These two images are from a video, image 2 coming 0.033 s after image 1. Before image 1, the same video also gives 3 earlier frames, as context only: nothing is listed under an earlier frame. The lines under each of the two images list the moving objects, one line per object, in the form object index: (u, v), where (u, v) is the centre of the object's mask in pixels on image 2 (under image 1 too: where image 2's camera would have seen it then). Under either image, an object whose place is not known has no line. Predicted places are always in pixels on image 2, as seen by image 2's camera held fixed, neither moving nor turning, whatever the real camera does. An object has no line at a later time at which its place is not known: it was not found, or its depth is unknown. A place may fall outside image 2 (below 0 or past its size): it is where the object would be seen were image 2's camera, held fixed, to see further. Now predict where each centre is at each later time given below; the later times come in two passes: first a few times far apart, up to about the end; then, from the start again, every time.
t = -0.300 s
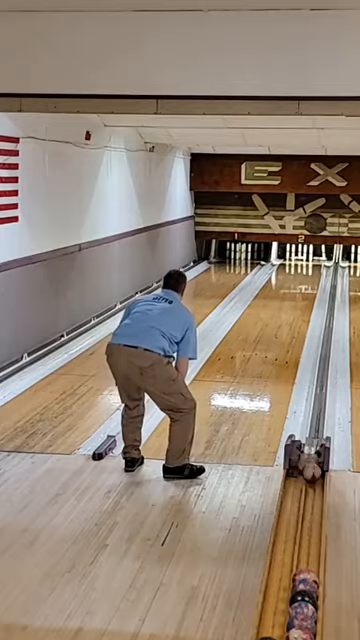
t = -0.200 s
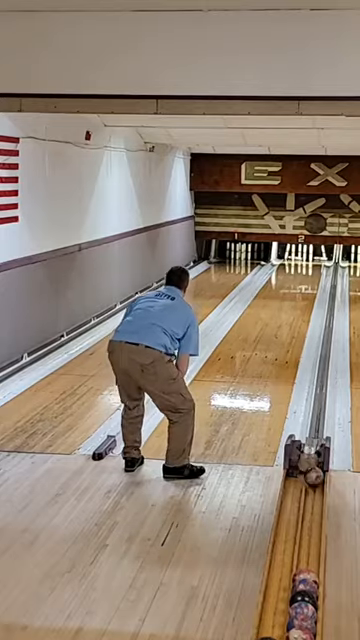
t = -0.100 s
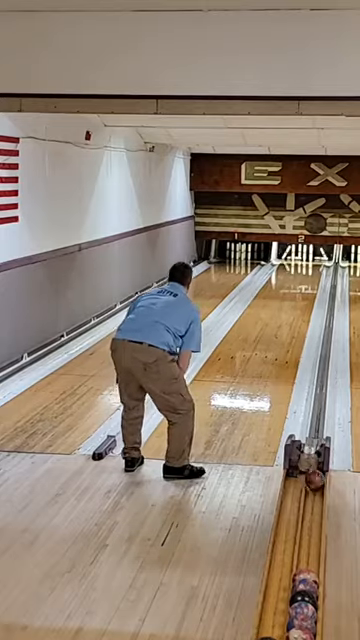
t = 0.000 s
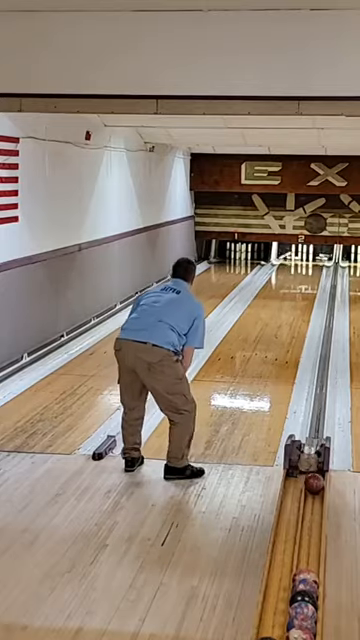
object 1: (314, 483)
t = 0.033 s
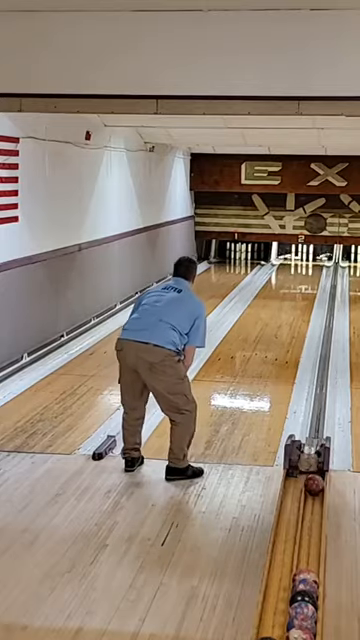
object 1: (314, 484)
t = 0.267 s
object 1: (313, 493)
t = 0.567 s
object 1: (312, 505)
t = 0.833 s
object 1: (311, 518)
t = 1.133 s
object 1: (310, 533)
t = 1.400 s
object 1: (308, 547)
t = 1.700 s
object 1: (307, 563)
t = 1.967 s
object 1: (307, 564)
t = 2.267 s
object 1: (307, 564)
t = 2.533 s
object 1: (306, 565)
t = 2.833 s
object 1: (306, 564)
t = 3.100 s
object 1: (305, 564)
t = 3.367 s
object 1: (306, 564)
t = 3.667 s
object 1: (305, 564)
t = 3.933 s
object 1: (306, 566)
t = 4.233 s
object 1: (306, 566)
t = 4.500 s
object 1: (306, 566)
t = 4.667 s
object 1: (306, 566)
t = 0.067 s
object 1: (313, 486)
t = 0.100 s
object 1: (314, 487)
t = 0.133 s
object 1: (314, 488)
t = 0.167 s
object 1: (314, 489)
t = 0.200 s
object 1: (313, 490)
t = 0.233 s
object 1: (313, 492)
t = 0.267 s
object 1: (313, 493)
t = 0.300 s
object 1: (313, 495)
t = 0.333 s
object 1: (313, 496)
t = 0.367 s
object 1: (313, 498)
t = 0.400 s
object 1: (313, 498)
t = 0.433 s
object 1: (312, 500)
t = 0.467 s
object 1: (312, 501)
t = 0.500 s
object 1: (312, 503)
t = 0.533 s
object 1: (312, 505)
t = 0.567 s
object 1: (312, 505)
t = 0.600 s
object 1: (312, 507)
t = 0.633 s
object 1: (311, 509)
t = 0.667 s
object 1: (311, 511)
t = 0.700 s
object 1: (312, 512)
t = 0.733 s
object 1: (311, 513)
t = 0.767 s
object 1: (311, 515)
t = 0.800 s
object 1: (311, 516)
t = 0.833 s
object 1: (311, 518)
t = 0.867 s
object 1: (310, 519)
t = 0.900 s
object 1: (310, 520)
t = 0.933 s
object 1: (310, 522)
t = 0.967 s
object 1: (310, 524)
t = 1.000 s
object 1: (310, 526)
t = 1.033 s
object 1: (310, 527)
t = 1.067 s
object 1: (310, 529)
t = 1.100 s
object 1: (309, 531)
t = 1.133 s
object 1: (310, 533)
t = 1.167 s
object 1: (310, 535)
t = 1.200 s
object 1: (309, 536)
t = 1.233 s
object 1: (309, 539)
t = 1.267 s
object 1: (309, 540)
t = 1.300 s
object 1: (309, 542)
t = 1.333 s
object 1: (308, 544)
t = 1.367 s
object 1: (307, 546)
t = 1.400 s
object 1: (308, 547)
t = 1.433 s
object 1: (308, 550)
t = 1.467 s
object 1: (308, 551)
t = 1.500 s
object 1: (307, 554)
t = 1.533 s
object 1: (307, 556)
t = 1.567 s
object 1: (307, 557)
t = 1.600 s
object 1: (308, 558)
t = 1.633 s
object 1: (308, 559)
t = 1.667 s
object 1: (307, 561)
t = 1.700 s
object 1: (307, 563)
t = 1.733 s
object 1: (306, 565)
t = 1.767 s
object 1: (306, 566)
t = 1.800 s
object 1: (305, 566)
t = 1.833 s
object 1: (305, 567)
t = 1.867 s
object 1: (306, 565)
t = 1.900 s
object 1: (306, 565)
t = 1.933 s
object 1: (306, 564)
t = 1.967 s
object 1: (307, 564)
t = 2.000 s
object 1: (307, 564)
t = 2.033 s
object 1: (307, 564)
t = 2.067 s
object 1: (307, 564)
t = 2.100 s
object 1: (307, 564)
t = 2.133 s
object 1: (307, 564)
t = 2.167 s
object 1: (307, 564)
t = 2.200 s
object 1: (307, 564)
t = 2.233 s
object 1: (307, 564)
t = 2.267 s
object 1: (307, 564)
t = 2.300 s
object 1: (307, 564)
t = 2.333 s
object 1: (307, 564)
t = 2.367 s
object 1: (307, 564)
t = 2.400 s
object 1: (307, 564)
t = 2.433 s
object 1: (307, 565)
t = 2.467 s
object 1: (306, 565)
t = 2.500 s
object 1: (306, 565)
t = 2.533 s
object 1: (306, 565)
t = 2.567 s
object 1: (306, 565)
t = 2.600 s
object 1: (306, 565)
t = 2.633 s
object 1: (306, 565)
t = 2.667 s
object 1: (306, 564)
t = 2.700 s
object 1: (306, 565)
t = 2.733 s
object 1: (306, 564)
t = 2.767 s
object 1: (305, 564)
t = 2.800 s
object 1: (306, 564)
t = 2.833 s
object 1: (306, 564)
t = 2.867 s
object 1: (305, 564)
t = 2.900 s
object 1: (305, 564)
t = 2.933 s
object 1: (305, 564)
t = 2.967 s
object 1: (305, 564)
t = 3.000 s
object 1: (305, 564)
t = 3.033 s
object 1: (305, 564)
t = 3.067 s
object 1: (305, 564)
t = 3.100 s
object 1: (305, 564)
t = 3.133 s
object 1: (306, 564)
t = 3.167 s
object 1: (306, 564)
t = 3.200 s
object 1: (306, 564)
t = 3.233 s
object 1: (306, 564)
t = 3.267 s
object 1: (306, 564)
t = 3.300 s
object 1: (306, 564)
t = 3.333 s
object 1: (307, 565)
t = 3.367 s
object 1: (306, 564)
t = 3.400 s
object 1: (307, 565)
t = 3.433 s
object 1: (307, 565)
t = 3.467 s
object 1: (306, 564)
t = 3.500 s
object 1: (307, 565)
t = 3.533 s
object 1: (306, 565)
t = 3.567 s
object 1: (306, 564)
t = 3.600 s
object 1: (306, 564)
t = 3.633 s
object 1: (306, 565)
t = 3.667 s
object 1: (305, 564)
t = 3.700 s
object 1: (306, 565)
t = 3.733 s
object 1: (306, 565)
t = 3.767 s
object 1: (306, 565)
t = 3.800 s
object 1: (306, 565)
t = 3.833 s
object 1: (306, 565)
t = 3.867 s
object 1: (306, 565)
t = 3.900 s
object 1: (306, 566)
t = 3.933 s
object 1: (306, 566)
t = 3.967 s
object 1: (306, 566)
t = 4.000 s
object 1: (306, 566)
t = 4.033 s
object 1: (306, 566)
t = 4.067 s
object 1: (306, 566)
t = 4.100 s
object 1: (306, 566)
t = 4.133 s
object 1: (306, 566)
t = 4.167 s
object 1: (306, 566)
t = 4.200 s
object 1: (306, 566)
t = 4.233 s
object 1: (306, 566)
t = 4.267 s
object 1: (306, 566)
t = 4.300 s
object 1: (306, 566)
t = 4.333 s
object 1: (306, 566)
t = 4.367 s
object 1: (306, 566)
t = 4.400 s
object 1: (306, 566)
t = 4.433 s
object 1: (306, 566)
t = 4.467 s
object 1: (306, 566)
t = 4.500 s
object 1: (306, 566)
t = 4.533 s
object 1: (306, 566)
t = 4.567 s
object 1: (306, 566)
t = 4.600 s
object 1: (306, 566)
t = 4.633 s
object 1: (306, 566)
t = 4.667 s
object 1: (306, 566)
